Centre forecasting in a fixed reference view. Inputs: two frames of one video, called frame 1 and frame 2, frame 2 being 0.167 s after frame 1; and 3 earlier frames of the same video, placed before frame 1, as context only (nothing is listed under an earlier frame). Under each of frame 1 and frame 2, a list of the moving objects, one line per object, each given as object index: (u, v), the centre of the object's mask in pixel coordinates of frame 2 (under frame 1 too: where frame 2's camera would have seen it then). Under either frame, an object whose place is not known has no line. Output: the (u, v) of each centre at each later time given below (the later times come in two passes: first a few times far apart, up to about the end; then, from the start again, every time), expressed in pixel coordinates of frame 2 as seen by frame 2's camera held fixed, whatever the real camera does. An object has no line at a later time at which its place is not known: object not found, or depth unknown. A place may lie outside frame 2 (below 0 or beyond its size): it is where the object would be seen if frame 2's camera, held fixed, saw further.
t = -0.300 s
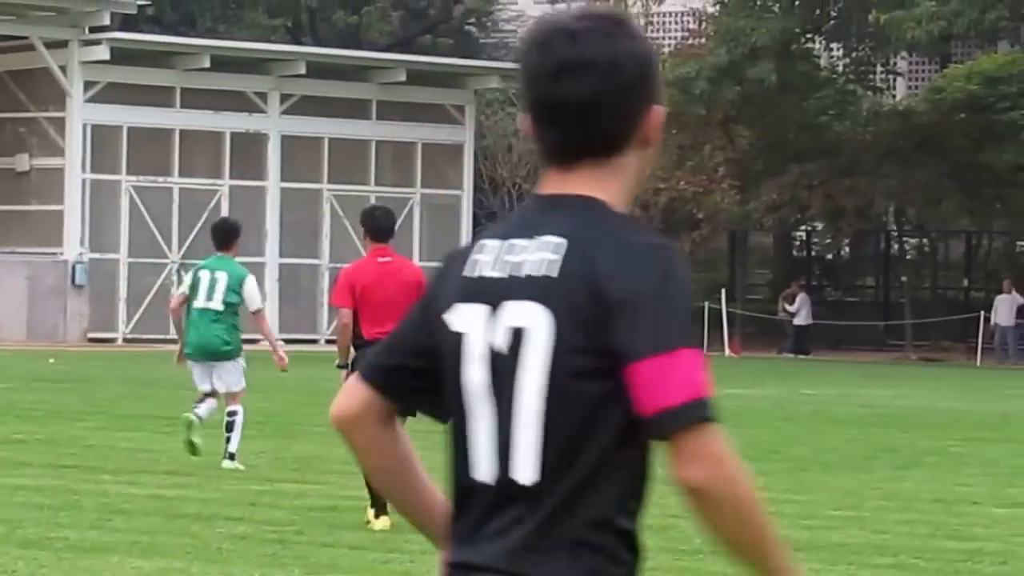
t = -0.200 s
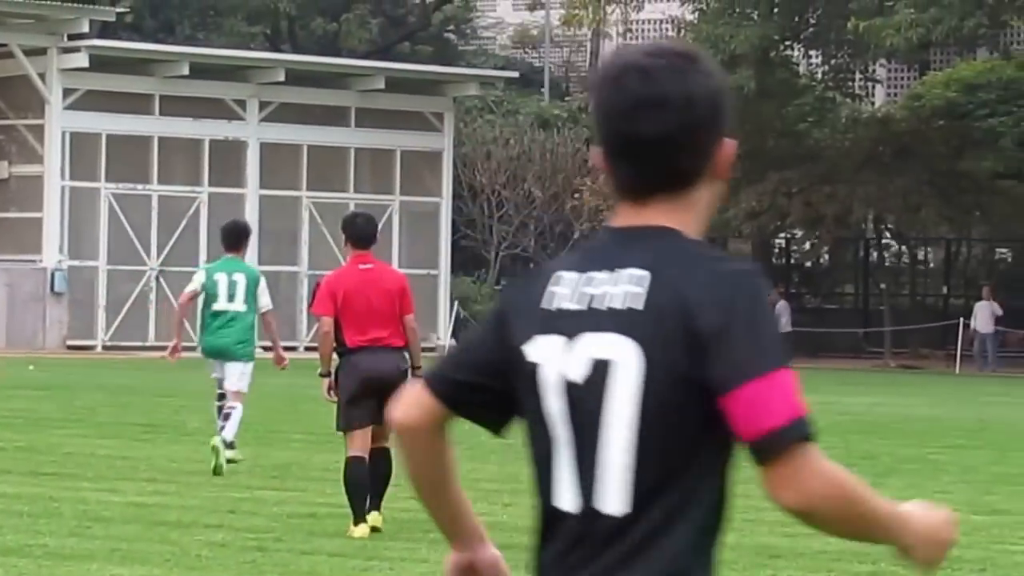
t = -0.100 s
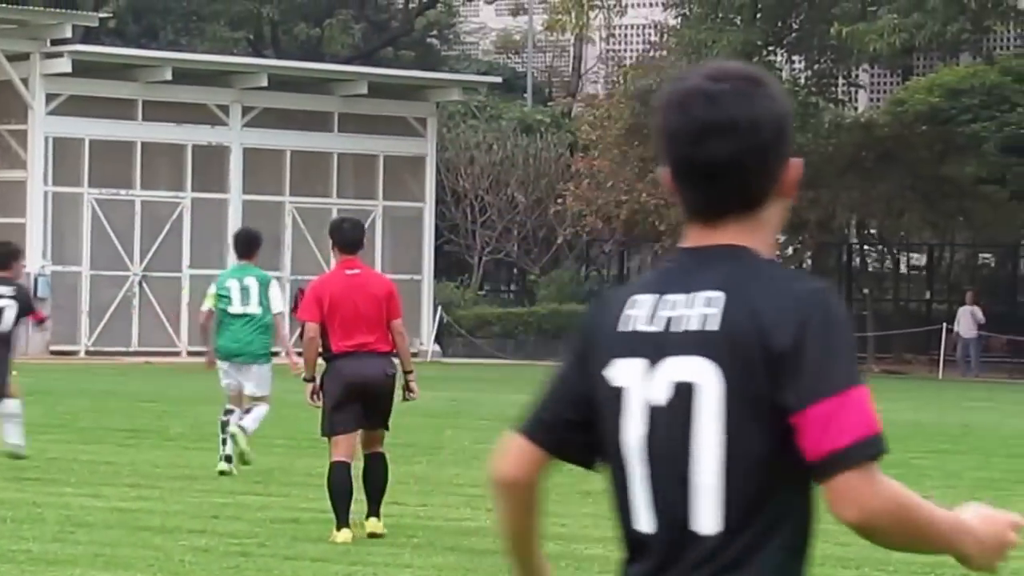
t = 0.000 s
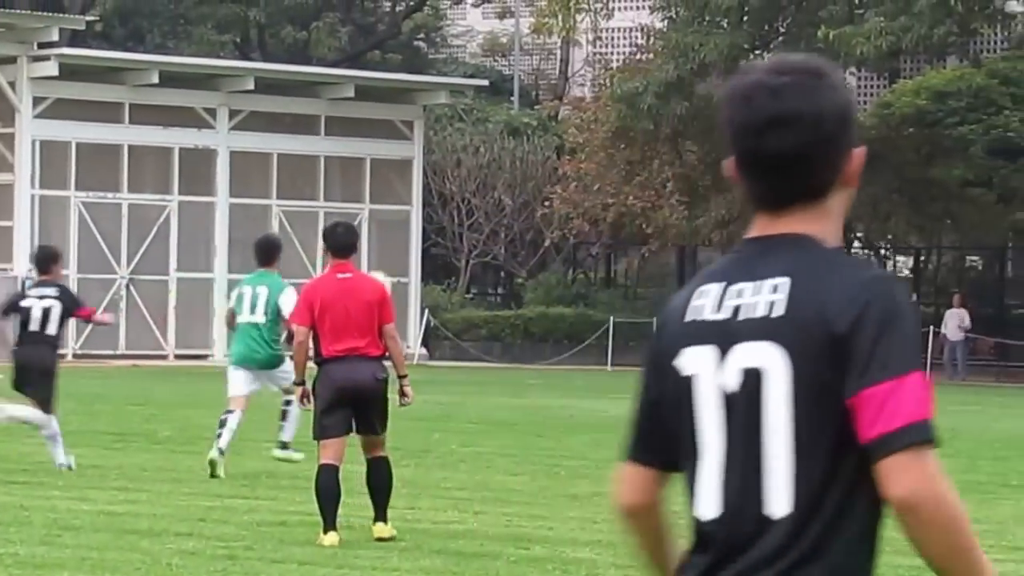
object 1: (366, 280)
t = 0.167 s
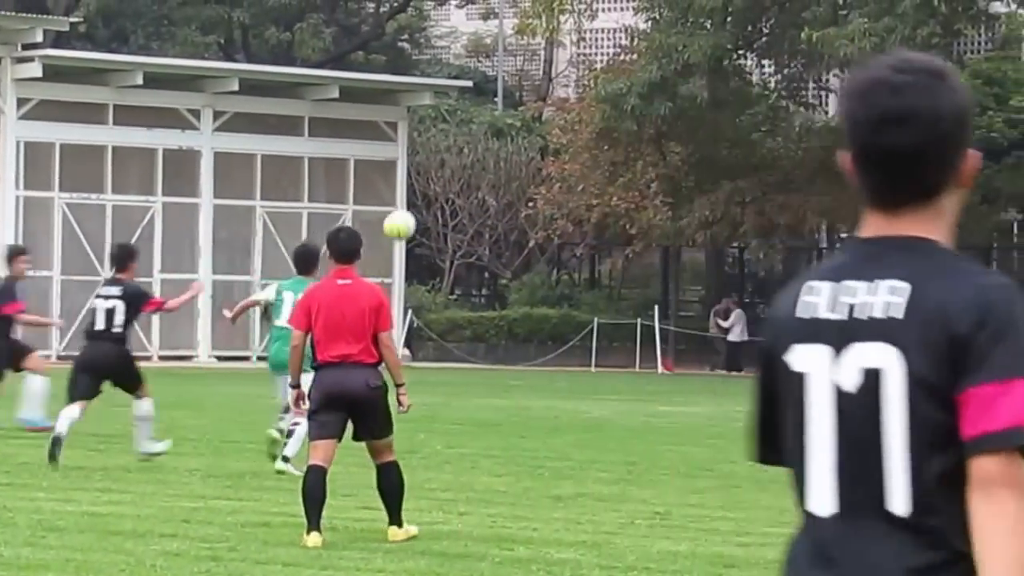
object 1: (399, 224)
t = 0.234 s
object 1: (415, 211)
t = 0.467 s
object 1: (465, 208)
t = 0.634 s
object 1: (500, 250)
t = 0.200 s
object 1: (407, 218)
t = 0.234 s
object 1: (415, 211)
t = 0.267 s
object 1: (422, 206)
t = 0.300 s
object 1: (430, 203)
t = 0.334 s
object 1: (437, 201)
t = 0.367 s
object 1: (443, 200)
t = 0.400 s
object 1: (451, 201)
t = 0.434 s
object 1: (458, 204)
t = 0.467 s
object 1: (465, 208)
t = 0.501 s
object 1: (472, 214)
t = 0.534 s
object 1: (479, 220)
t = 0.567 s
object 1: (486, 229)
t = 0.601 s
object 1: (493, 239)
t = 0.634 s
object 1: (500, 250)
